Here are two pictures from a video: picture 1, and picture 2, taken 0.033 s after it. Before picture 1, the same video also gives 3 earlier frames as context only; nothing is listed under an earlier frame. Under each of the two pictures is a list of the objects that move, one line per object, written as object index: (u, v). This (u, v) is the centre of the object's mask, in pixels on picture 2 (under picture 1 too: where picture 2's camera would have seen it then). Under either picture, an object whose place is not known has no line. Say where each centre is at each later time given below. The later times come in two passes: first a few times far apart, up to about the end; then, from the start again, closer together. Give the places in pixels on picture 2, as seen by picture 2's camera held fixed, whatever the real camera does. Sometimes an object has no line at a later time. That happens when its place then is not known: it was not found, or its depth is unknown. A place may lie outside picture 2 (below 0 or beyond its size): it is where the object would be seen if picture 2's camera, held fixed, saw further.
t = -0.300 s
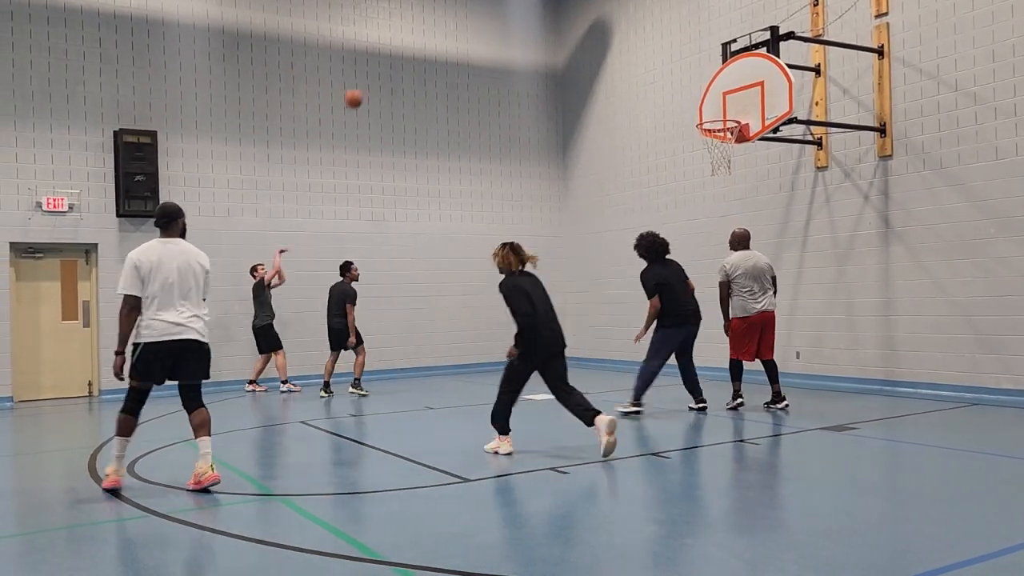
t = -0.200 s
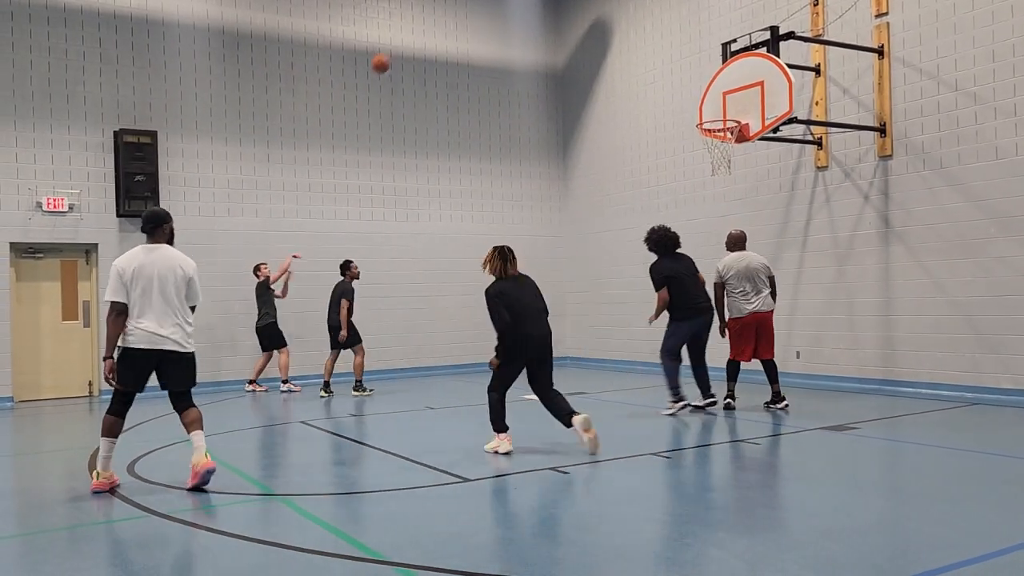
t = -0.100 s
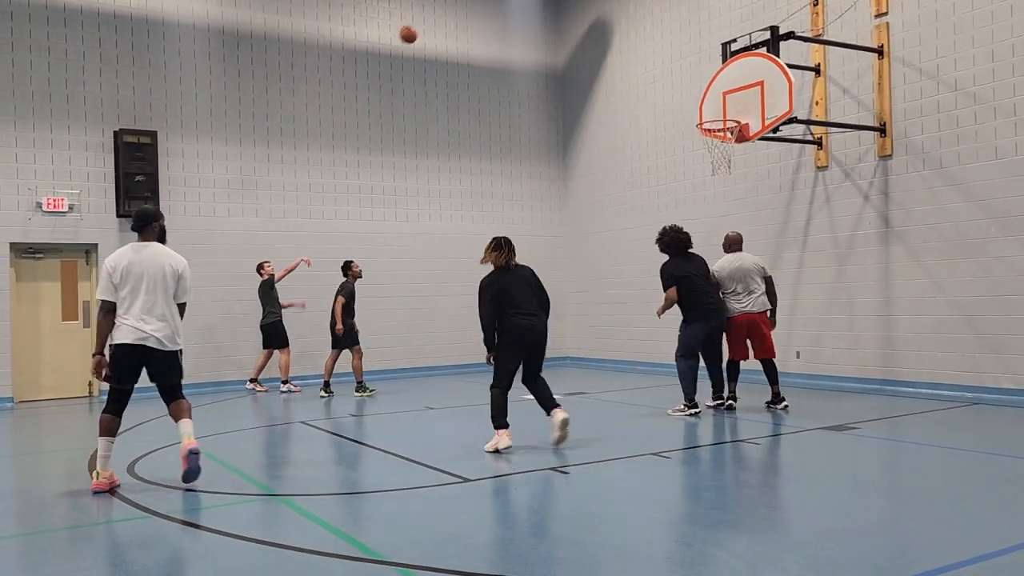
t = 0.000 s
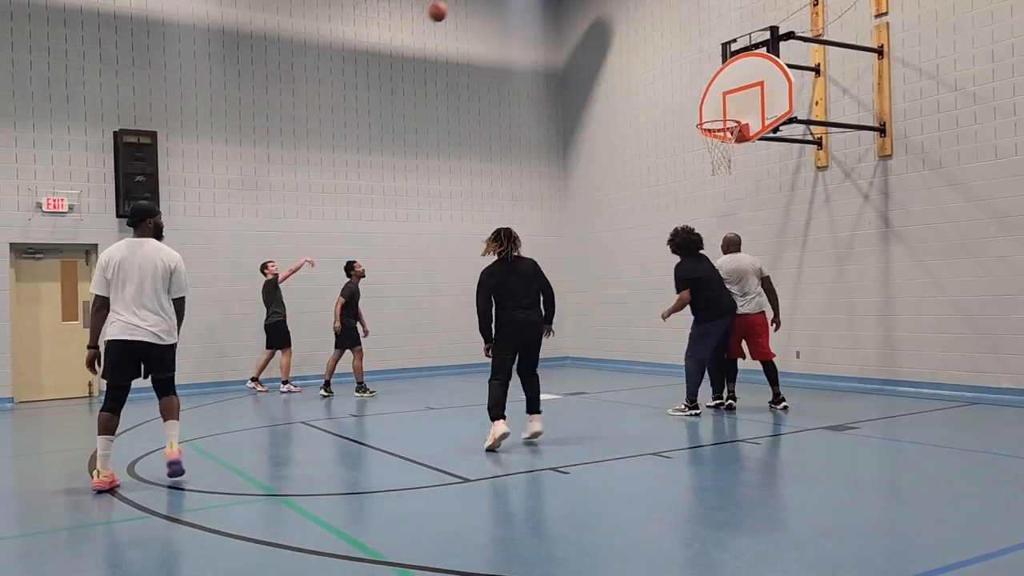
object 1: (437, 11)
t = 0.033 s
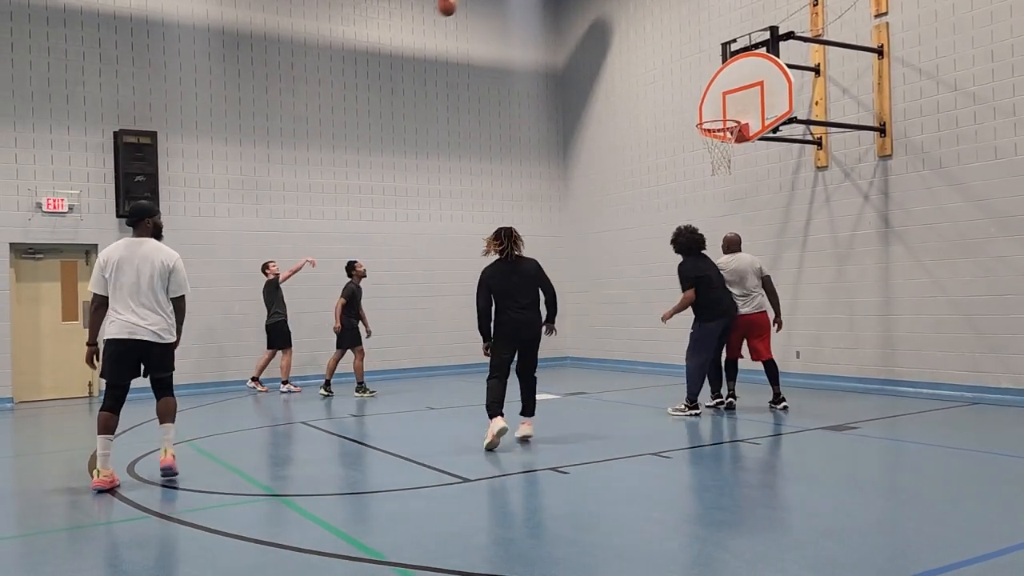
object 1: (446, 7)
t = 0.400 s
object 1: (561, 3)
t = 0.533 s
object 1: (606, 20)
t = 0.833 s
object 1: (708, 110)
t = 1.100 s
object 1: (757, 28)
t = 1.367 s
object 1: (810, 6)
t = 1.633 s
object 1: (871, 51)
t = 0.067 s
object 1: (456, 5)
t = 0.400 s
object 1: (561, 3)
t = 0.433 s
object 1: (573, 5)
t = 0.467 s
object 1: (584, 7)
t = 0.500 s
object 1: (595, 12)
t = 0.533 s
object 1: (606, 20)
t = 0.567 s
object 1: (618, 28)
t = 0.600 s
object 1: (630, 38)
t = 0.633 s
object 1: (641, 48)
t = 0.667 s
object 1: (653, 60)
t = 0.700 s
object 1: (664, 73)
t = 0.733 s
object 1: (677, 86)
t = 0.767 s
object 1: (689, 101)
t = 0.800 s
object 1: (701, 116)
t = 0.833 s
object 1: (708, 110)
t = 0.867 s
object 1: (714, 97)
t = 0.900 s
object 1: (720, 84)
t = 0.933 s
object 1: (725, 73)
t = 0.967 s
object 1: (732, 61)
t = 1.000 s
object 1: (738, 52)
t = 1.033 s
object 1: (745, 43)
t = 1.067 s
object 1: (751, 35)
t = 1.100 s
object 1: (757, 28)
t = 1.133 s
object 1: (763, 22)
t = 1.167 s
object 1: (769, 16)
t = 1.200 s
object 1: (776, 13)
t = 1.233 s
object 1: (783, 9)
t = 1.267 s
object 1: (790, 7)
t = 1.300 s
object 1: (796, 6)
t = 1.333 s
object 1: (803, 6)
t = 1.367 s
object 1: (810, 6)
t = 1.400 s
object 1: (818, 7)
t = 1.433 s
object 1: (825, 10)
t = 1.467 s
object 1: (833, 14)
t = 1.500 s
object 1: (839, 19)
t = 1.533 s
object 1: (847, 26)
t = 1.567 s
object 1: (855, 33)
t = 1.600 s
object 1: (862, 42)
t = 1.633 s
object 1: (871, 51)
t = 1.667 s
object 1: (878, 62)
